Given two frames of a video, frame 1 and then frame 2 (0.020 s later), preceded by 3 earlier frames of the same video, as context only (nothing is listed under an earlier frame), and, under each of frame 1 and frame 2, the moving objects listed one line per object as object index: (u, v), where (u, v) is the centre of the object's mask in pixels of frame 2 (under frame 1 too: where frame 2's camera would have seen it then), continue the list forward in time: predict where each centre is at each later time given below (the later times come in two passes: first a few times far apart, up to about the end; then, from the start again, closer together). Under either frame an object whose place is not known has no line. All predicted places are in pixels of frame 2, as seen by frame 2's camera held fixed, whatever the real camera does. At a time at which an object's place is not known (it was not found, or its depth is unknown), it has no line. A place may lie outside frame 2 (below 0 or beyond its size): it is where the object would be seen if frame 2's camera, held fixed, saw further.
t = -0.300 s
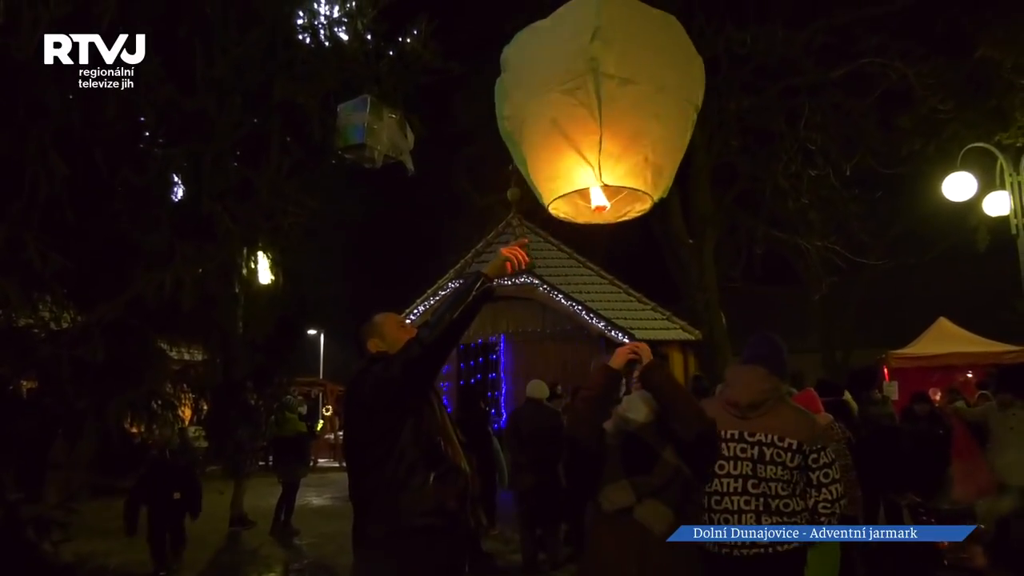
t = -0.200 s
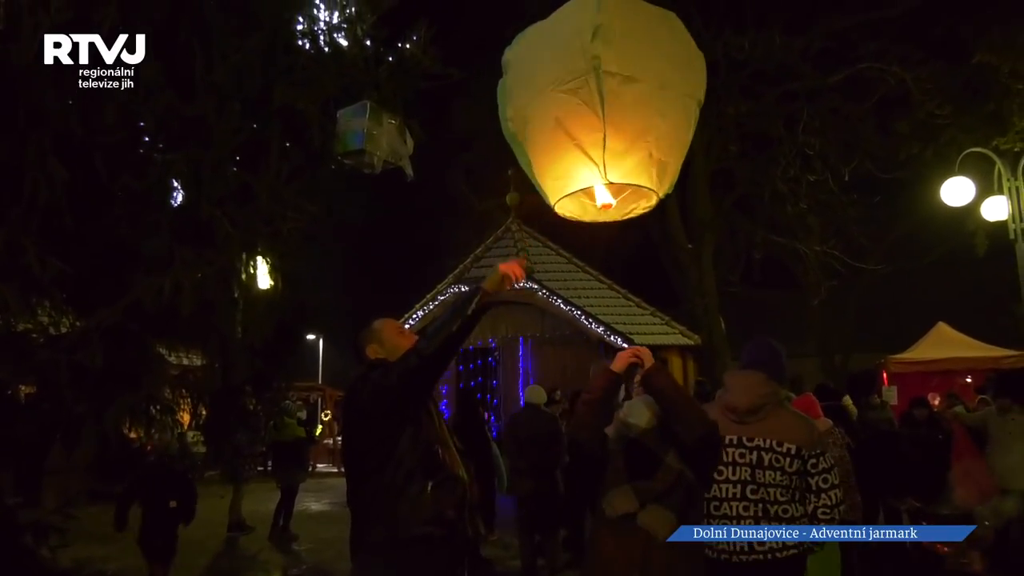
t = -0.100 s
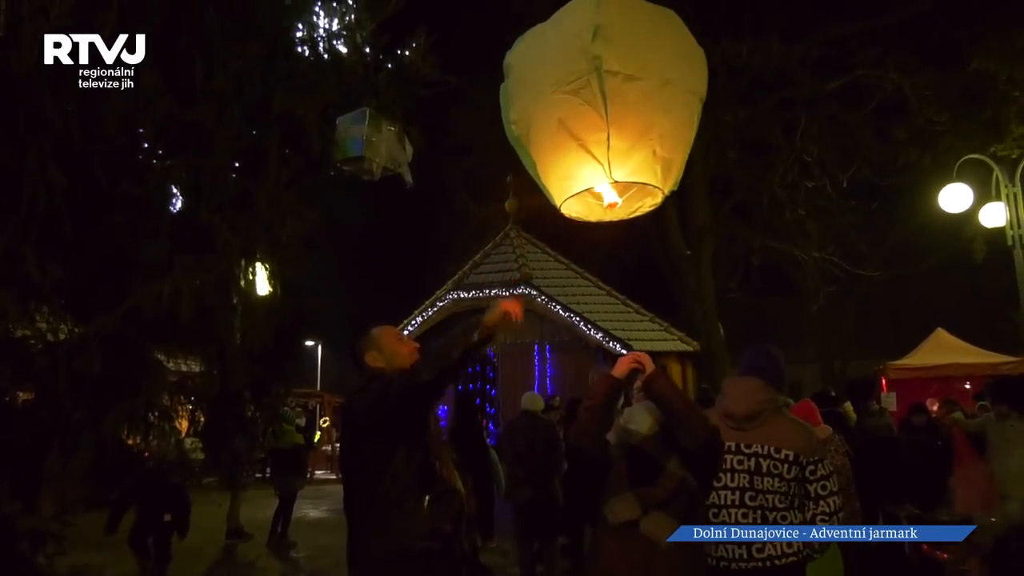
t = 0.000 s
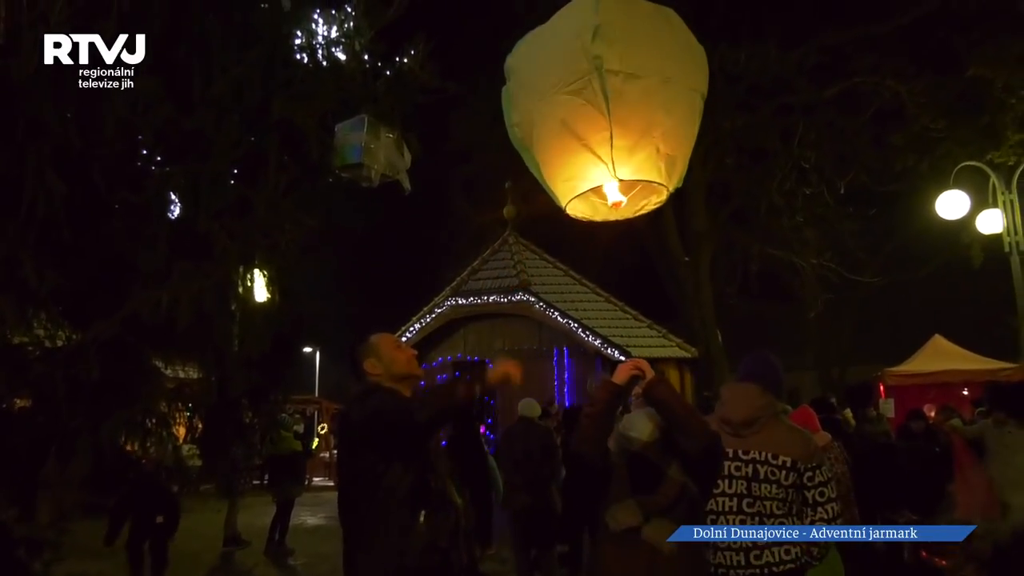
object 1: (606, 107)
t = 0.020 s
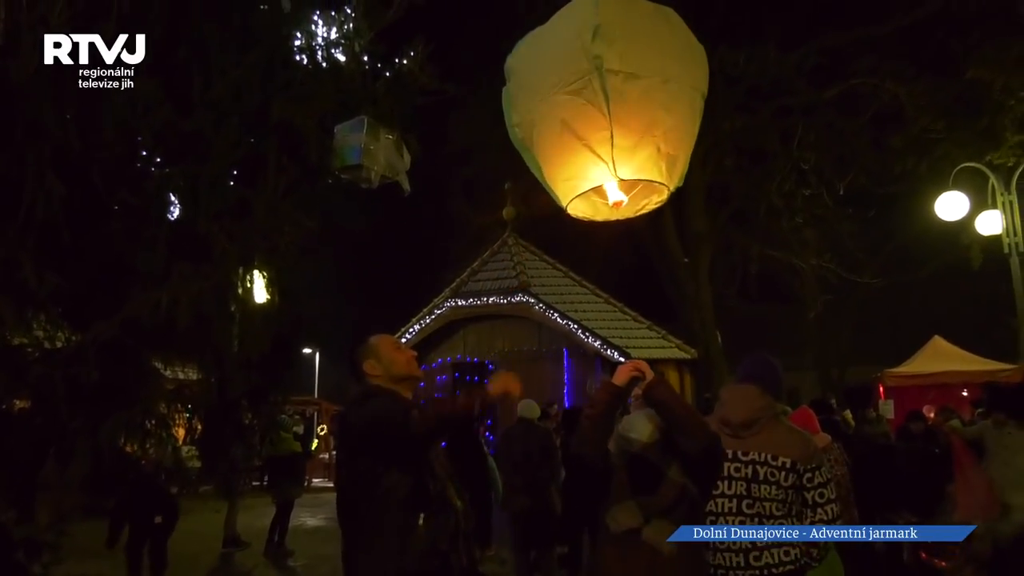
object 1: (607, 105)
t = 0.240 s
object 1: (616, 89)
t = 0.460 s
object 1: (627, 73)
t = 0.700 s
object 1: (638, 56)
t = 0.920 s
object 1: (650, 39)
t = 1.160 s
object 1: (662, 19)
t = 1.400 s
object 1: (675, -3)
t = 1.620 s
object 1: (688, -25)
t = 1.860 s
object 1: (704, -52)
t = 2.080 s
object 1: (720, -78)
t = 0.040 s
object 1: (608, 104)
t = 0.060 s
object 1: (609, 103)
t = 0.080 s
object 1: (609, 101)
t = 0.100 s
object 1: (610, 99)
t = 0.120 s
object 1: (611, 98)
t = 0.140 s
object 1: (612, 97)
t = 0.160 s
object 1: (613, 95)
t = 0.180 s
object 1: (614, 94)
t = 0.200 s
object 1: (614, 92)
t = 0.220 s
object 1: (615, 91)
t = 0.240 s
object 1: (616, 89)
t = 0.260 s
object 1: (617, 88)
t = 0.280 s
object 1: (618, 86)
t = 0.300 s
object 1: (619, 85)
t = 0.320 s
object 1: (620, 83)
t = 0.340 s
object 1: (621, 82)
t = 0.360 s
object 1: (622, 81)
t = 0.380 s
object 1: (623, 79)
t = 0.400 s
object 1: (624, 78)
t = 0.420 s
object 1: (625, 76)
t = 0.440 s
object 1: (626, 75)
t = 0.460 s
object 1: (627, 73)
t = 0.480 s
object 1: (628, 72)
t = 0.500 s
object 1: (629, 71)
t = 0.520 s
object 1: (630, 69)
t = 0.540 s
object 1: (630, 68)
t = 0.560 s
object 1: (631, 66)
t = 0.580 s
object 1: (632, 65)
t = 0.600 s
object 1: (633, 63)
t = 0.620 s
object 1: (634, 62)
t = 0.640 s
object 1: (635, 60)
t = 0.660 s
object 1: (636, 59)
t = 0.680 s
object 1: (637, 58)
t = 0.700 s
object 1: (638, 56)
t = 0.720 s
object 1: (639, 55)
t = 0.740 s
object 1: (640, 53)
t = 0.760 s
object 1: (641, 52)
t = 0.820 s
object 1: (644, 47)
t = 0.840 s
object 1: (645, 45)
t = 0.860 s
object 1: (647, 44)
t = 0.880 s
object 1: (648, 42)
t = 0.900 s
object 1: (648, 40)
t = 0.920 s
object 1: (650, 39)
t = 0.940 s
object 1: (651, 37)
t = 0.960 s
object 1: (652, 35)
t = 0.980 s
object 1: (653, 34)
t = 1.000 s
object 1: (654, 32)
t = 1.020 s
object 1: (655, 30)
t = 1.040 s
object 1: (656, 29)
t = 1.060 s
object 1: (657, 27)
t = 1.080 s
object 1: (658, 25)
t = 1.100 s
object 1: (659, 24)
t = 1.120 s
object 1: (660, 22)
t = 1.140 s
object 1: (661, 20)
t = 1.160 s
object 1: (662, 19)
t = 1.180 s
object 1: (663, 17)
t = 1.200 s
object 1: (664, 15)
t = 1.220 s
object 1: (665, 13)
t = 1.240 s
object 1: (666, 12)
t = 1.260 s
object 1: (668, 10)
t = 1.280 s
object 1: (669, 8)
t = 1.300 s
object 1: (670, 6)
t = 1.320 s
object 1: (671, 4)
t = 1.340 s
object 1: (672, 3)
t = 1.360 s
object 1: (673, 1)
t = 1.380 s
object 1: (674, -1)
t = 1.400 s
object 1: (675, -3)
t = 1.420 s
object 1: (677, -5)
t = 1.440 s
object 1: (678, -7)
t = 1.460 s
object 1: (679, -9)
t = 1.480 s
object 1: (680, -11)
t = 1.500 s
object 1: (681, -13)
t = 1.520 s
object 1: (682, -15)
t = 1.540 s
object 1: (684, -17)
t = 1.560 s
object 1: (685, -19)
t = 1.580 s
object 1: (686, -21)
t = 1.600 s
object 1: (687, -24)
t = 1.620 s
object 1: (688, -25)
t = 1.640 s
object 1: (690, -27)
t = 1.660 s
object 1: (691, -29)
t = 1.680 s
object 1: (692, -31)
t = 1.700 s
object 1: (694, -34)
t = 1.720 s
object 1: (695, -36)
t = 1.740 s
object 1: (696, -38)
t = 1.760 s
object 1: (698, -40)
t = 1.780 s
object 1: (699, -42)
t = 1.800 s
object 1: (700, -45)
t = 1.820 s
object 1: (702, -47)
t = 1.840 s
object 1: (703, -49)
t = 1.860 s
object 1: (704, -52)
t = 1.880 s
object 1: (706, -54)
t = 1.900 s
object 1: (707, -56)
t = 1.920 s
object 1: (708, -59)
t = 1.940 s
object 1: (710, -61)
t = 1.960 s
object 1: (711, -63)
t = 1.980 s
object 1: (713, -66)
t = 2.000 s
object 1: (714, -68)
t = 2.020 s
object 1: (716, -71)
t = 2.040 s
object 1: (717, -73)
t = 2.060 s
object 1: (719, -76)
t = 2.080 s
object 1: (720, -78)
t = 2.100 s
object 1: (721, -81)
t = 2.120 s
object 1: (723, -84)
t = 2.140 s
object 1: (724, -87)
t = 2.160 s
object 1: (726, -89)
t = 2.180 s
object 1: (727, -92)
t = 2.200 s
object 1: (729, -94)
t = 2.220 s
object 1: (730, -97)
